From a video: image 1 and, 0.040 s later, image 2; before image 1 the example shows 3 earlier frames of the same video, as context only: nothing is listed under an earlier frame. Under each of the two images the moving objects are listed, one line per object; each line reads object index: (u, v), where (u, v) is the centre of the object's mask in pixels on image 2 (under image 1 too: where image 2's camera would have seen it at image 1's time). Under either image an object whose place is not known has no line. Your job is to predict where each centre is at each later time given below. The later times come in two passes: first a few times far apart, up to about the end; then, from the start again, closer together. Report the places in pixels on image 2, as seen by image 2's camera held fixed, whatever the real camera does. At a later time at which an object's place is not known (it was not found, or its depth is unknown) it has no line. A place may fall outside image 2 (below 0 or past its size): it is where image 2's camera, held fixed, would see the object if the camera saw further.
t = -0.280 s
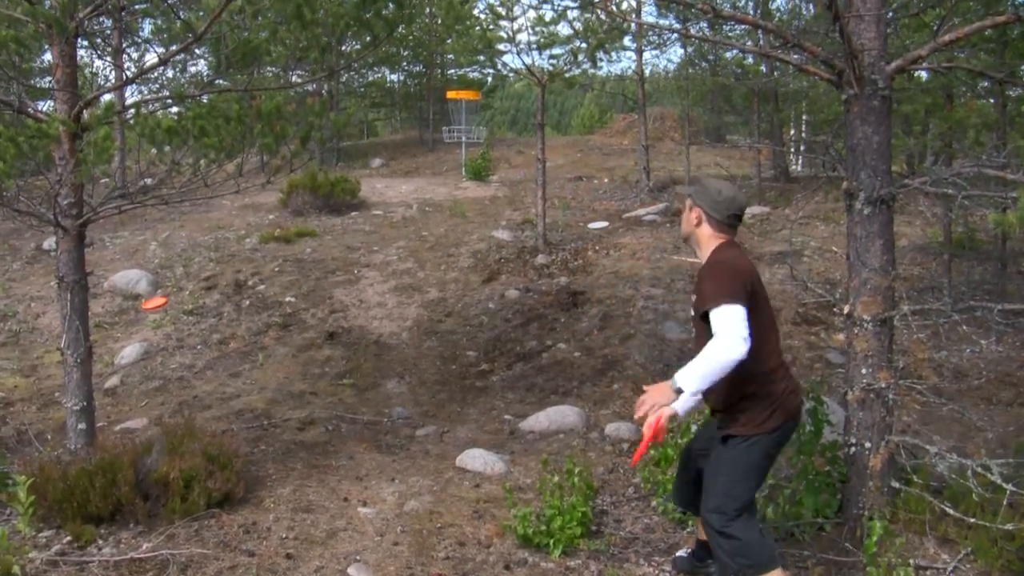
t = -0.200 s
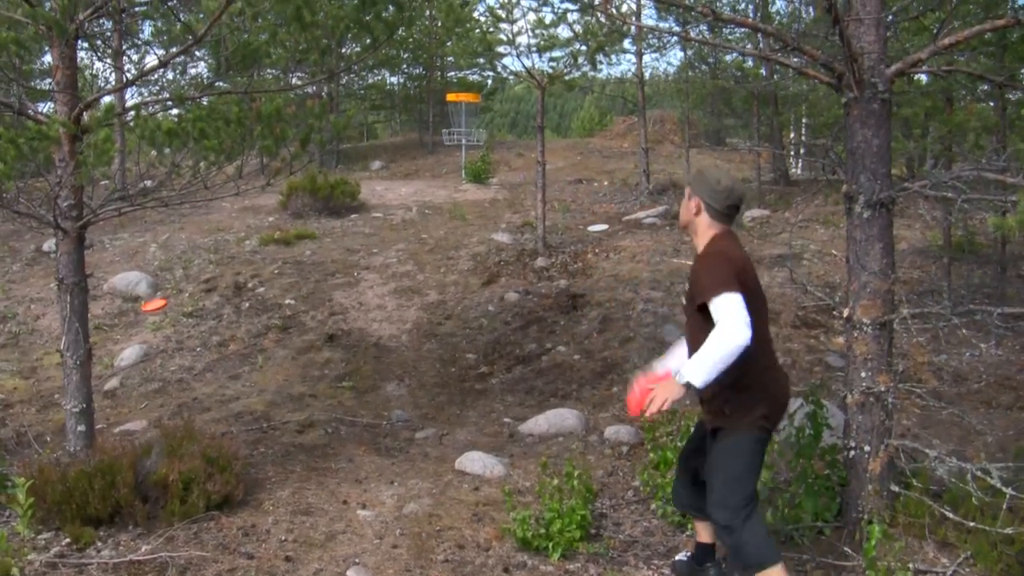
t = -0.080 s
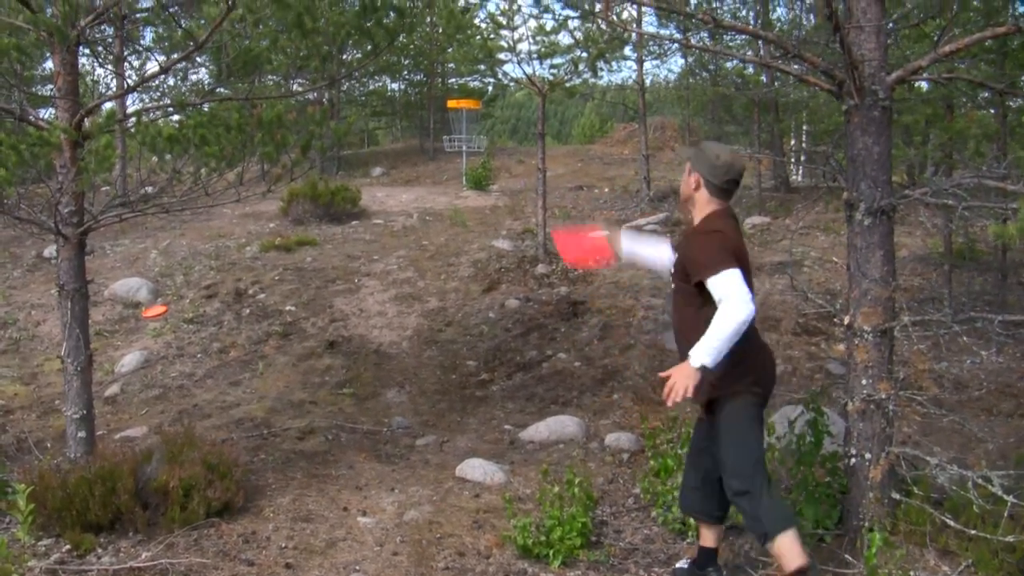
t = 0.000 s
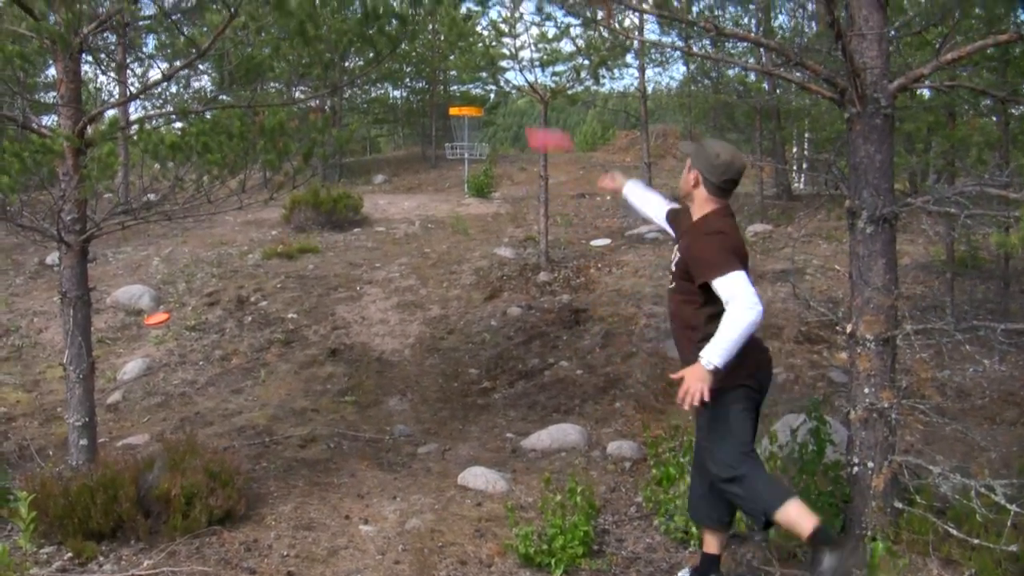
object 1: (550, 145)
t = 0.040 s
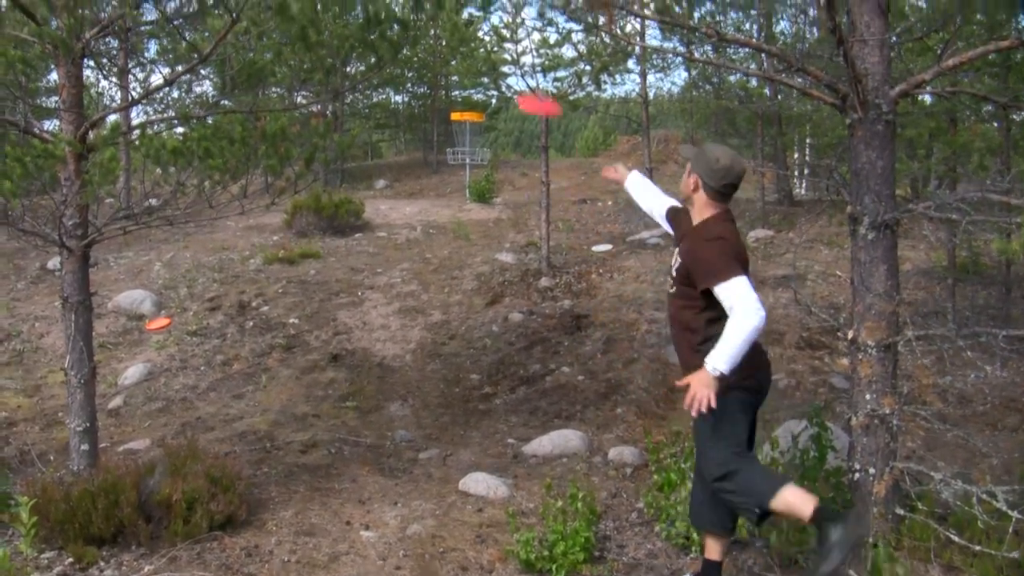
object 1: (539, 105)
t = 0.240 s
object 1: (499, 7)
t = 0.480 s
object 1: (465, -11)
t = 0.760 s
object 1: (450, 11)
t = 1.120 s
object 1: (444, 66)
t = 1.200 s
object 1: (443, 79)
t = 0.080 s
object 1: (529, 73)
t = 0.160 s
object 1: (510, 30)
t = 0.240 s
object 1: (499, 7)
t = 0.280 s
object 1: (490, 1)
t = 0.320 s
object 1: (487, -1)
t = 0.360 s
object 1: (484, -4)
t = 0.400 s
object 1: (475, -9)
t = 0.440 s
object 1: (467, -11)
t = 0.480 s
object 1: (465, -11)
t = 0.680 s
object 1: (458, 4)
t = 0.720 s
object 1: (455, 7)
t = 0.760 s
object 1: (450, 11)
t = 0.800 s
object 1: (450, 16)
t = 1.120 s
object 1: (444, 66)
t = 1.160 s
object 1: (444, 72)
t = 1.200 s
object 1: (443, 79)
